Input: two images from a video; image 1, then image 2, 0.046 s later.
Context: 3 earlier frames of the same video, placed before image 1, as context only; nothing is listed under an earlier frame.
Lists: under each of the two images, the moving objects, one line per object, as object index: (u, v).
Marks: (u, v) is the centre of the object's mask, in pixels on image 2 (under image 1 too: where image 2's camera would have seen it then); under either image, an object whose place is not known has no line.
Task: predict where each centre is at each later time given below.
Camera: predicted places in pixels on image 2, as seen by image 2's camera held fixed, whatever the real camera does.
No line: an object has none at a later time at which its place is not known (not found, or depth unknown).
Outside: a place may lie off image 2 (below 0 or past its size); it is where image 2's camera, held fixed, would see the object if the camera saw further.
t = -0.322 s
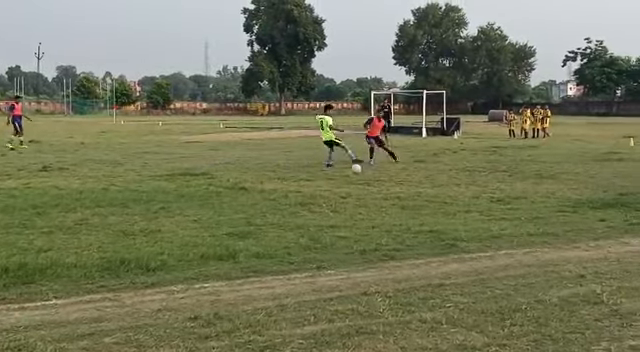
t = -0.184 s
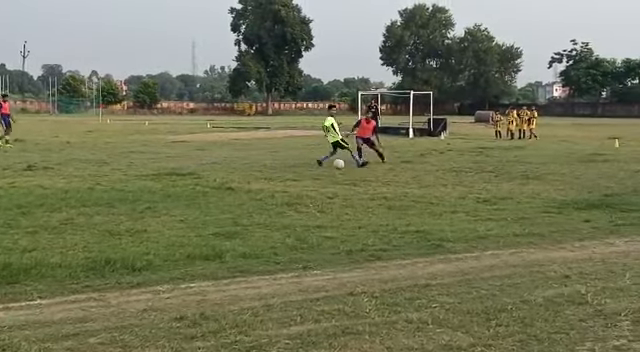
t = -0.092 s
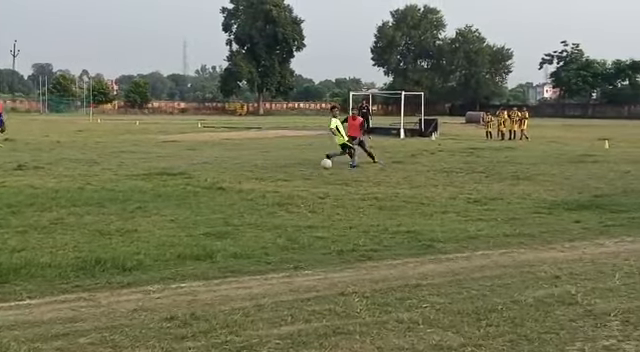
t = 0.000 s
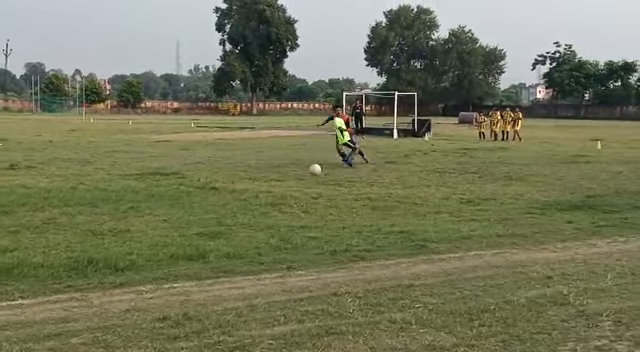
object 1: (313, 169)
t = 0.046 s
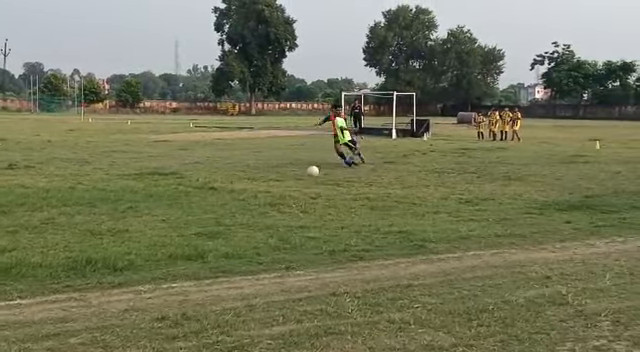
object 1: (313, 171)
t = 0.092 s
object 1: (310, 176)
